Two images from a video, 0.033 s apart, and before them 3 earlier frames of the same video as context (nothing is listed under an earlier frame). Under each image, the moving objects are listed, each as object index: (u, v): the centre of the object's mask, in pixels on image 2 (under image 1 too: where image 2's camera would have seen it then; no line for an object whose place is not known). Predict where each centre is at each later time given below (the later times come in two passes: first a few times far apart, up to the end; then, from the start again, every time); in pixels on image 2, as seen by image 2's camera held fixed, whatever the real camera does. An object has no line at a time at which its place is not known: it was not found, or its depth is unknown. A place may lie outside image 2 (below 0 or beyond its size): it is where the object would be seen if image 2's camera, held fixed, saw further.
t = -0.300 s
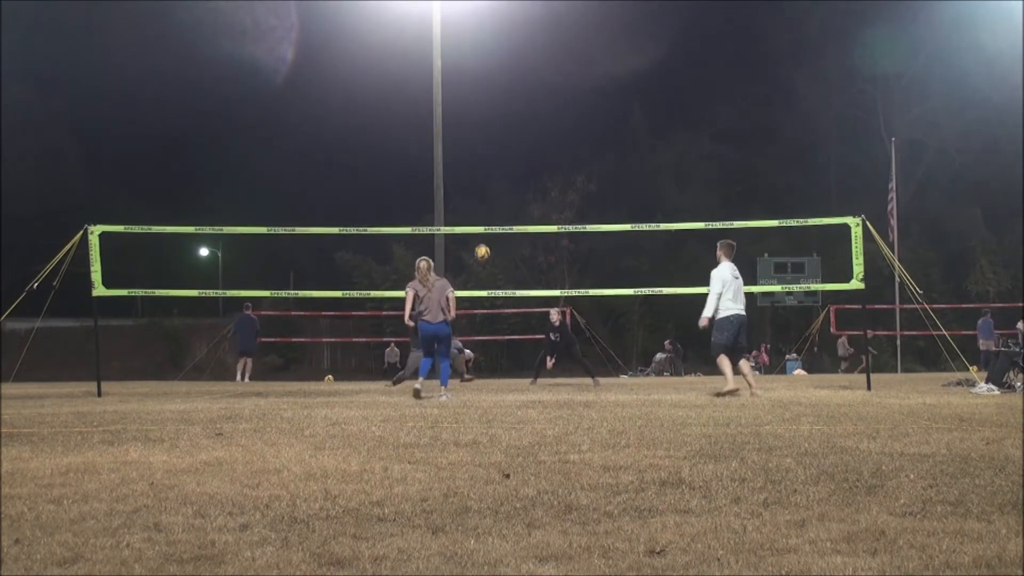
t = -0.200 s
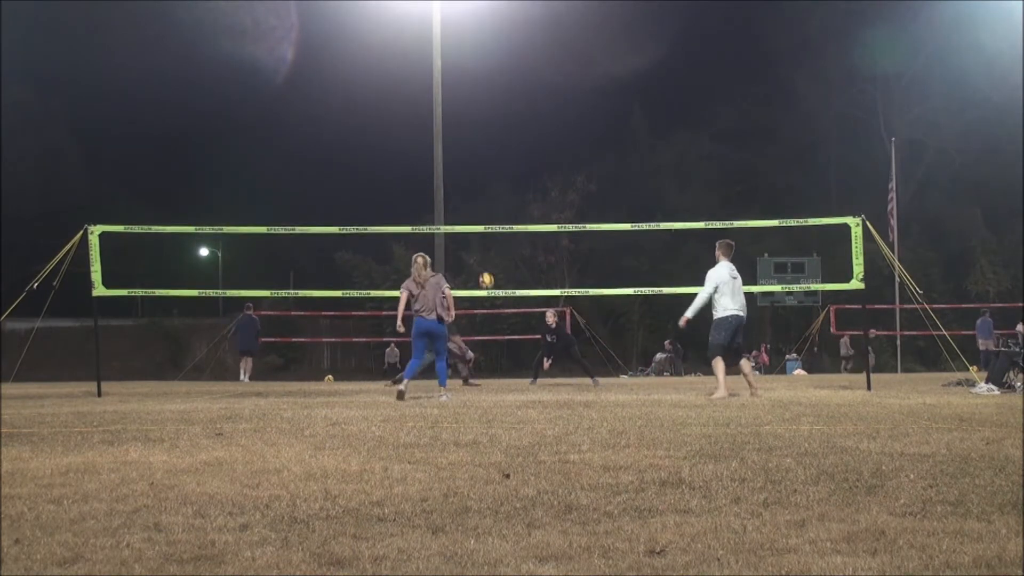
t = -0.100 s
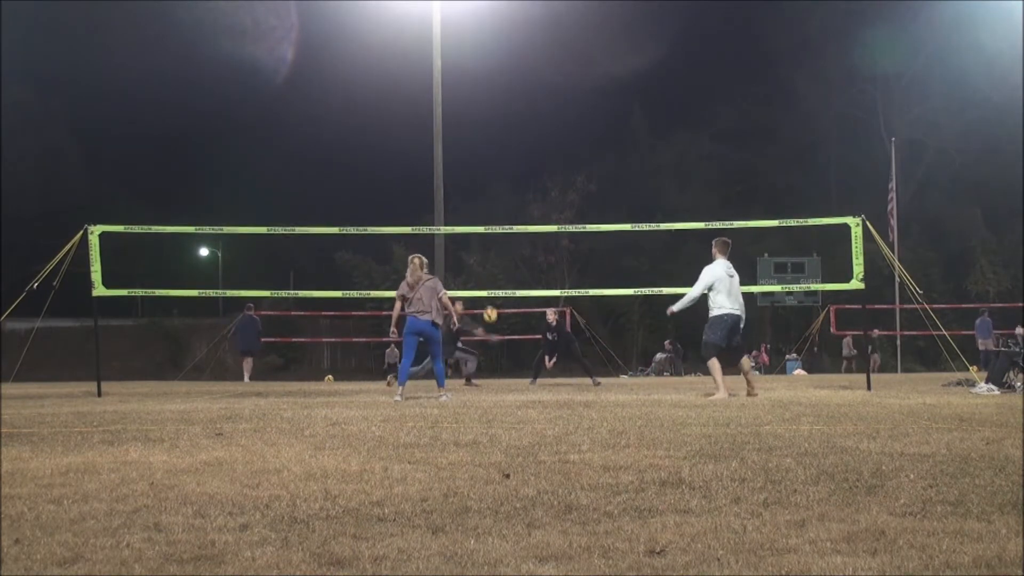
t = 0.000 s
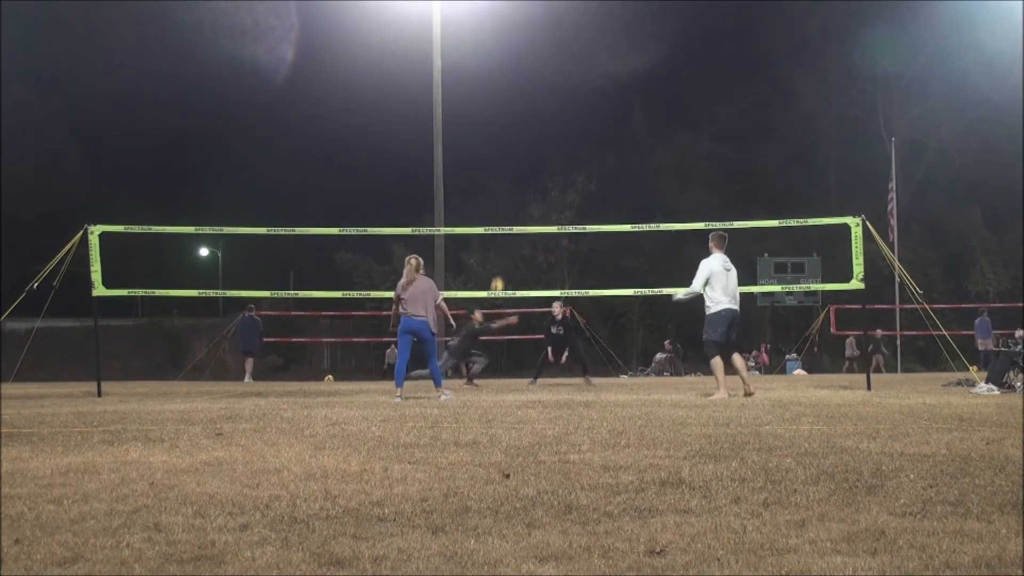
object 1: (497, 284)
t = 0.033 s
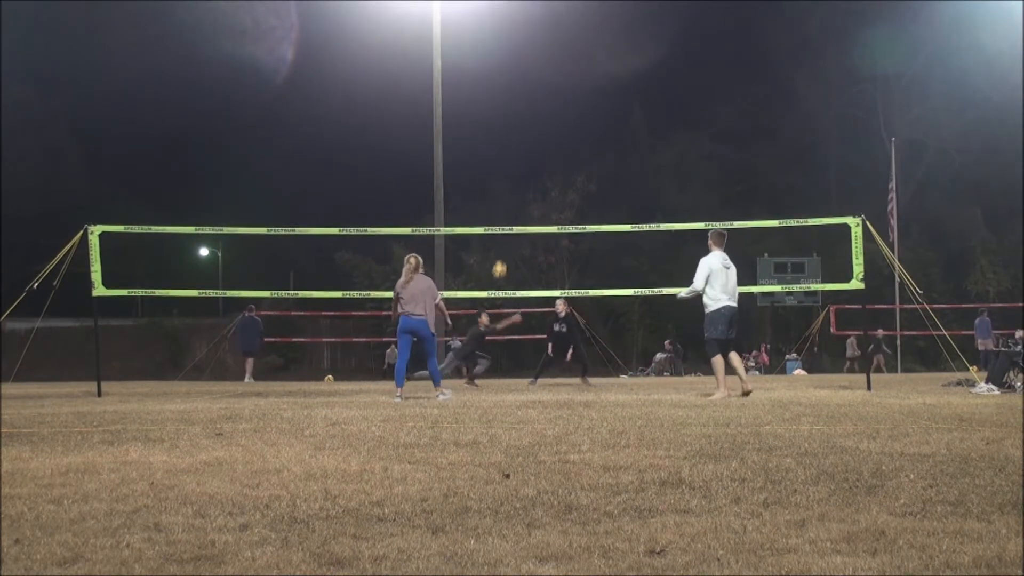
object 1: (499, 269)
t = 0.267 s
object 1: (514, 177)
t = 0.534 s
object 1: (529, 116)
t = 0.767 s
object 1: (541, 100)
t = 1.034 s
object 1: (555, 124)
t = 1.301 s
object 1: (570, 192)
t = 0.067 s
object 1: (502, 254)
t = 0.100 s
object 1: (504, 240)
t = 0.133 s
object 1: (506, 222)
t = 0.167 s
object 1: (508, 212)
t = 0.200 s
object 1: (510, 199)
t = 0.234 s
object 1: (512, 188)
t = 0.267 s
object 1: (514, 177)
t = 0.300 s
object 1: (516, 167)
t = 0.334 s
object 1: (518, 157)
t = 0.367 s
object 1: (520, 148)
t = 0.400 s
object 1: (521, 140)
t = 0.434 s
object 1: (523, 133)
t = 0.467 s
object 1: (525, 127)
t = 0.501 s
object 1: (527, 121)
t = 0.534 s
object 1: (529, 116)
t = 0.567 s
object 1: (530, 111)
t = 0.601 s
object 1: (532, 108)
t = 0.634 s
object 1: (534, 105)
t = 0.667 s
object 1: (536, 102)
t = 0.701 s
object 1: (537, 101)
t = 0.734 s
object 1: (539, 100)
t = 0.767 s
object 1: (541, 100)
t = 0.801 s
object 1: (543, 100)
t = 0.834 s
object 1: (544, 102)
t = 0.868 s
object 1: (546, 103)
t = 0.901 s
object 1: (548, 106)
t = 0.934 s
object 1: (550, 109)
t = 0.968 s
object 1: (551, 114)
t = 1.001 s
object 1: (553, 118)
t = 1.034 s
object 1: (555, 124)
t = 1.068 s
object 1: (557, 130)
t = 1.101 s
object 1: (559, 137)
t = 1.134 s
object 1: (560, 144)
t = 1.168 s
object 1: (562, 153)
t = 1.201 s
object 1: (564, 161)
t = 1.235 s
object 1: (566, 171)
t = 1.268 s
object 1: (568, 181)
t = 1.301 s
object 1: (570, 192)
